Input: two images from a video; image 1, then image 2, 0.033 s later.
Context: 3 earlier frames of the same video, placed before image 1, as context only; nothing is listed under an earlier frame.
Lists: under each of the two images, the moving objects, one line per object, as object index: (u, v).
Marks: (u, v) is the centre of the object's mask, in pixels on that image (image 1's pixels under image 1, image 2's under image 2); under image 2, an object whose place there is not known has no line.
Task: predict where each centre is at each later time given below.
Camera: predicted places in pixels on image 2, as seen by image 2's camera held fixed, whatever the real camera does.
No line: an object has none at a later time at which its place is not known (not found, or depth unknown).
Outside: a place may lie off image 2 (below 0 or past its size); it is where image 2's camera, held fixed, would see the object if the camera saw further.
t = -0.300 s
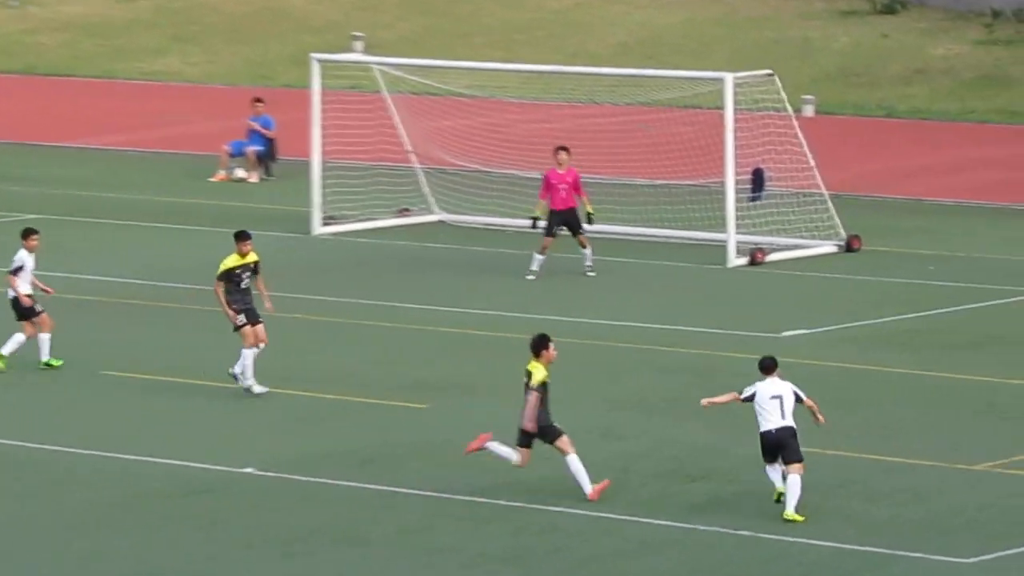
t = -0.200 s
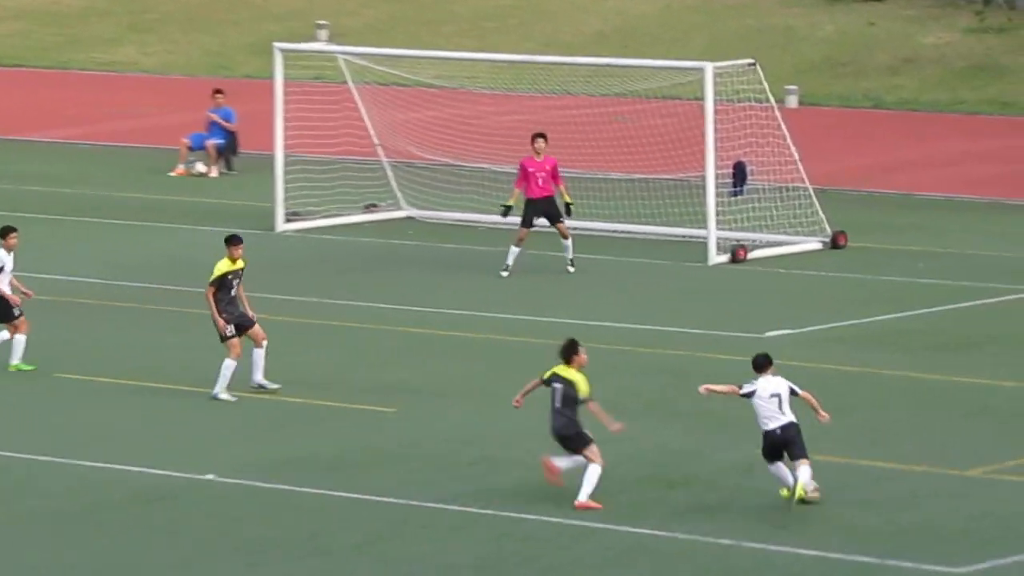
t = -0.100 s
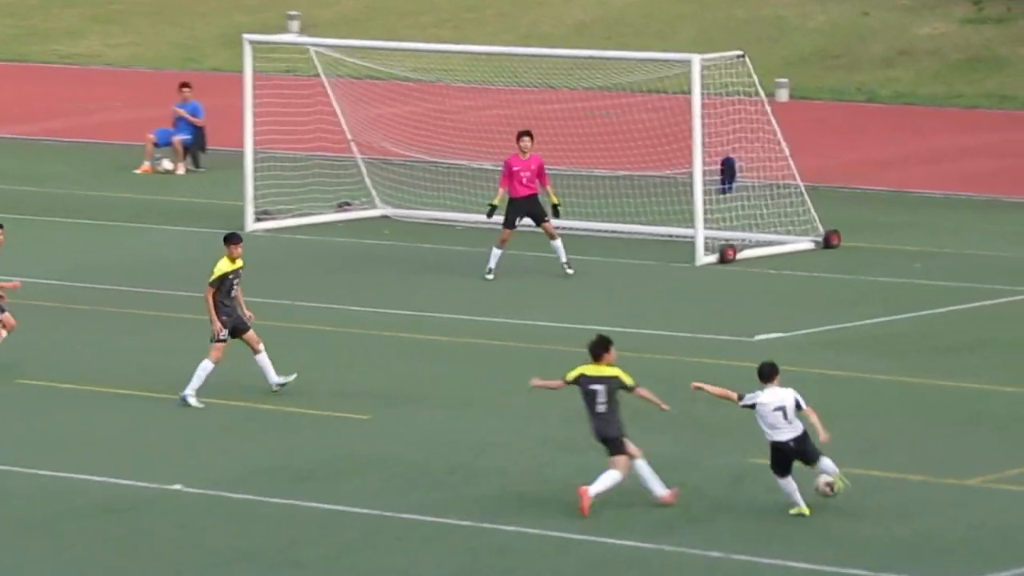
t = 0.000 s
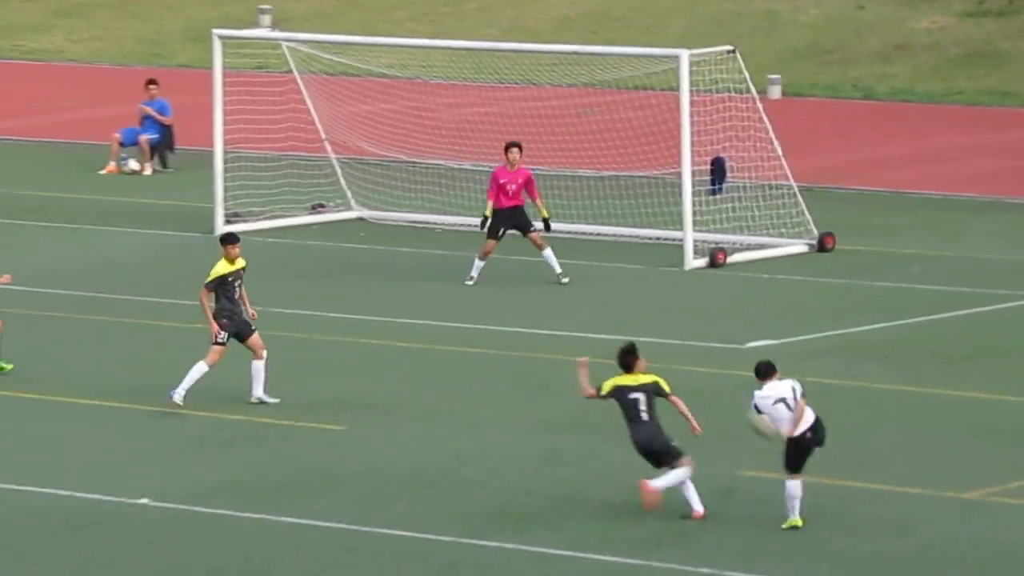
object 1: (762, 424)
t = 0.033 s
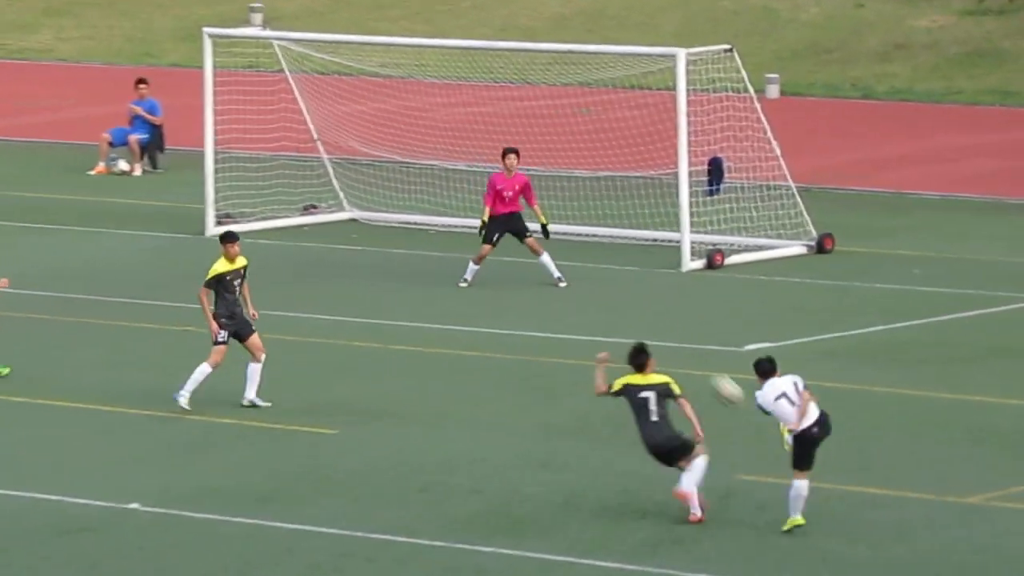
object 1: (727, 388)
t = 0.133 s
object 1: (630, 295)
